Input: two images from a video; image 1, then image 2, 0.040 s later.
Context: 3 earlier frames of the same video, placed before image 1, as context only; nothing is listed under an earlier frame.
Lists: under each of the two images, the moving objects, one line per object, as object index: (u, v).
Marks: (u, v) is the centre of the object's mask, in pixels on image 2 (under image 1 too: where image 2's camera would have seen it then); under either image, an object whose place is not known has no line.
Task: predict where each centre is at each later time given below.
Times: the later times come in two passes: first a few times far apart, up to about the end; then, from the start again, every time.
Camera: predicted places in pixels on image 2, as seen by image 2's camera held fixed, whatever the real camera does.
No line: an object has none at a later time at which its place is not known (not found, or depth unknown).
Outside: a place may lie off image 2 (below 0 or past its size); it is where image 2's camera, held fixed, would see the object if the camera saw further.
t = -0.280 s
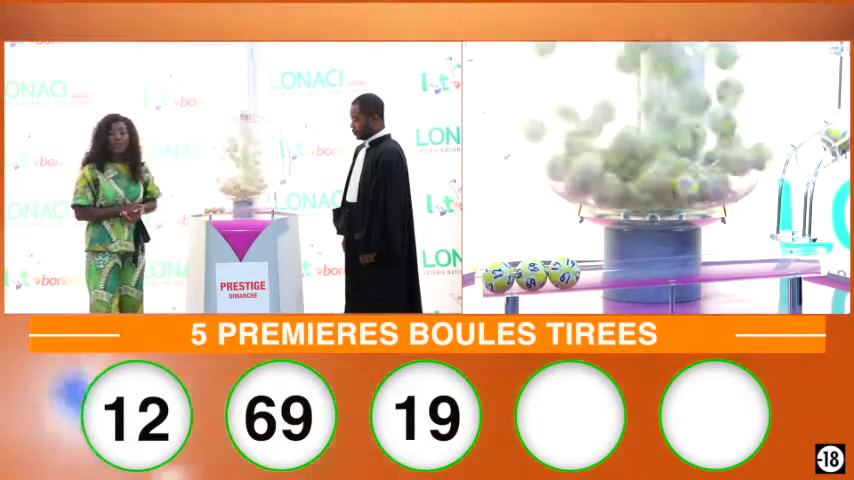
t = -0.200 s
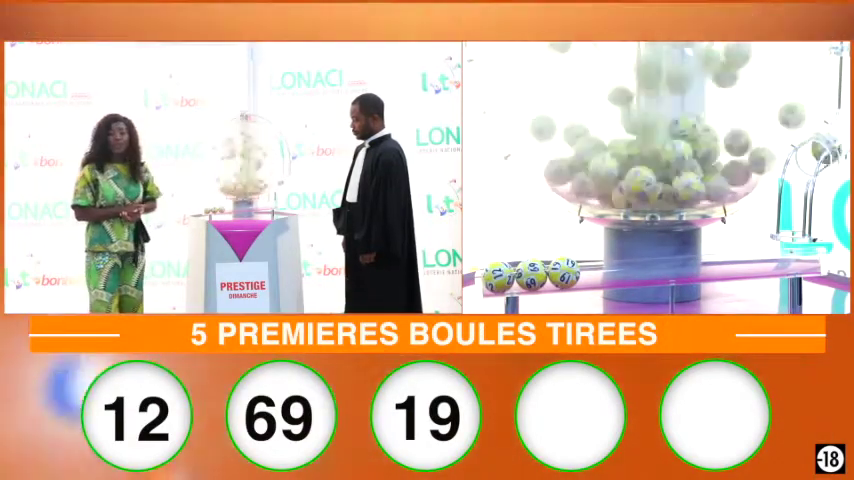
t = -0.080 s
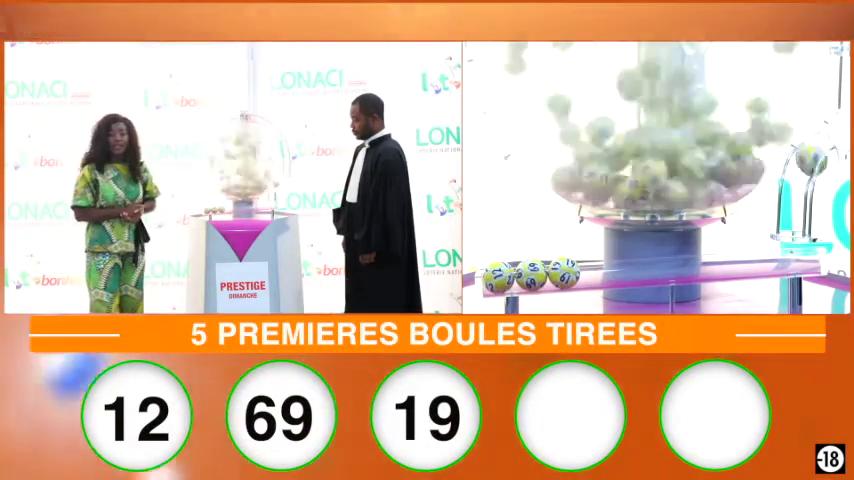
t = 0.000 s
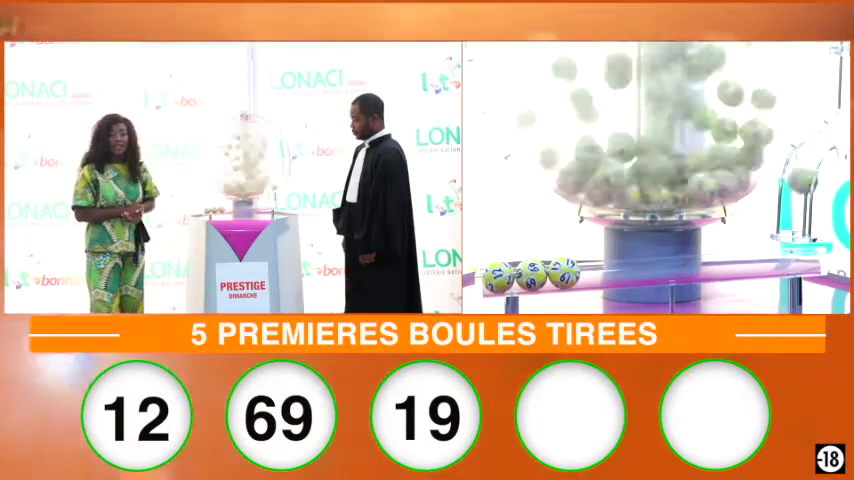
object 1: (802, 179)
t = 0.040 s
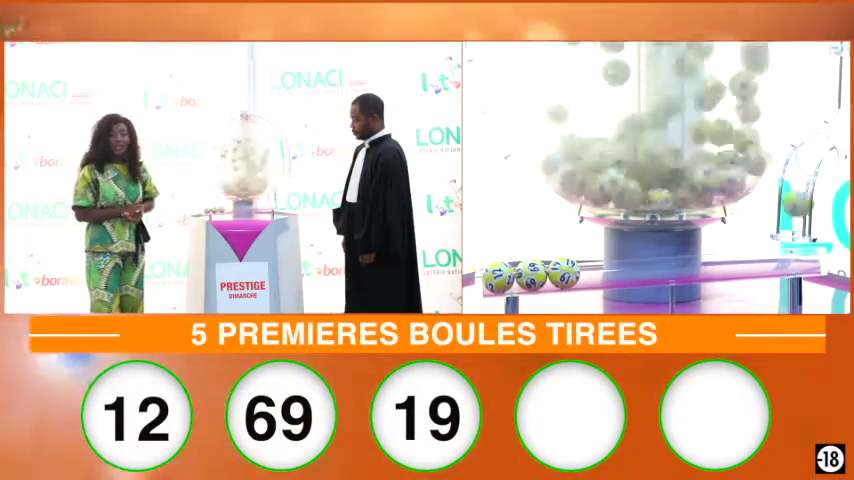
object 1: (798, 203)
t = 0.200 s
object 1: (800, 254)
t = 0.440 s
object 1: (782, 257)
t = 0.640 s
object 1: (738, 260)
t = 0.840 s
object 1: (686, 263)
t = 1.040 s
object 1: (630, 266)
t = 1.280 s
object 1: (604, 269)
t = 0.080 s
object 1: (797, 229)
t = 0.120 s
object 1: (796, 250)
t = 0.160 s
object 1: (796, 247)
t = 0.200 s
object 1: (800, 254)
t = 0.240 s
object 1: (800, 249)
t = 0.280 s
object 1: (800, 254)
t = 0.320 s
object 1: (798, 254)
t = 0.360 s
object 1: (794, 253)
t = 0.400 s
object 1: (788, 257)
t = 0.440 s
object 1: (782, 257)
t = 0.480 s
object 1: (775, 257)
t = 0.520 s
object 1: (767, 259)
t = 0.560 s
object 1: (758, 259)
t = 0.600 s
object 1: (748, 260)
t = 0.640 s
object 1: (738, 260)
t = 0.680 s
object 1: (728, 261)
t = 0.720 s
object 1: (718, 262)
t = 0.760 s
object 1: (708, 262)
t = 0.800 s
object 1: (697, 263)
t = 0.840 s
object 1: (686, 263)
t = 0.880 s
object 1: (676, 263)
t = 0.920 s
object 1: (665, 262)
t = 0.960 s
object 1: (652, 265)
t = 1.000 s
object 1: (641, 265)
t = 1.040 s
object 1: (630, 266)
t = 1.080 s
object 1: (617, 266)
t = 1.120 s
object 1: (605, 269)
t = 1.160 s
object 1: (598, 269)
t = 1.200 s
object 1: (601, 269)
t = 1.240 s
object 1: (603, 269)
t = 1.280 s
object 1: (604, 269)
